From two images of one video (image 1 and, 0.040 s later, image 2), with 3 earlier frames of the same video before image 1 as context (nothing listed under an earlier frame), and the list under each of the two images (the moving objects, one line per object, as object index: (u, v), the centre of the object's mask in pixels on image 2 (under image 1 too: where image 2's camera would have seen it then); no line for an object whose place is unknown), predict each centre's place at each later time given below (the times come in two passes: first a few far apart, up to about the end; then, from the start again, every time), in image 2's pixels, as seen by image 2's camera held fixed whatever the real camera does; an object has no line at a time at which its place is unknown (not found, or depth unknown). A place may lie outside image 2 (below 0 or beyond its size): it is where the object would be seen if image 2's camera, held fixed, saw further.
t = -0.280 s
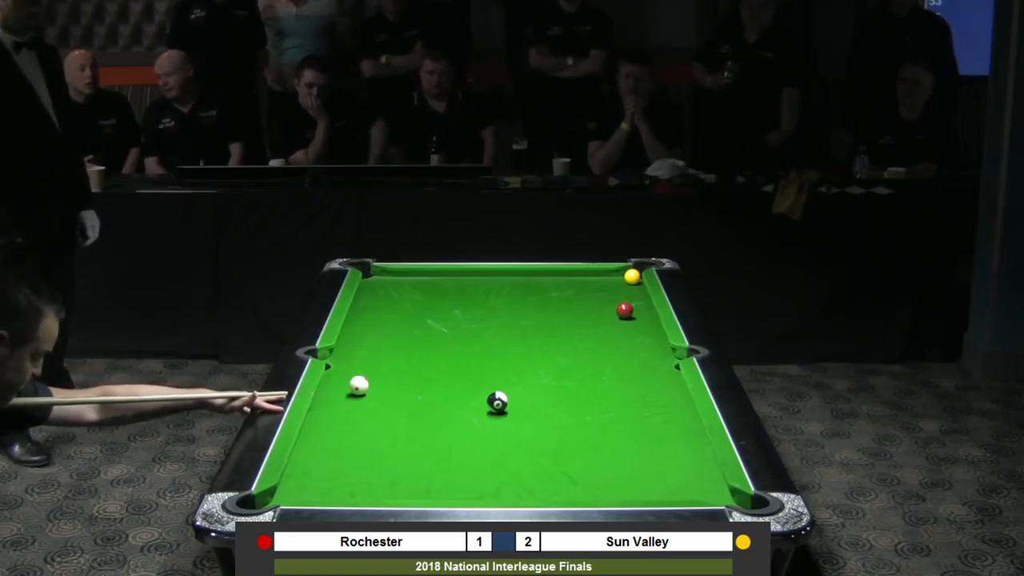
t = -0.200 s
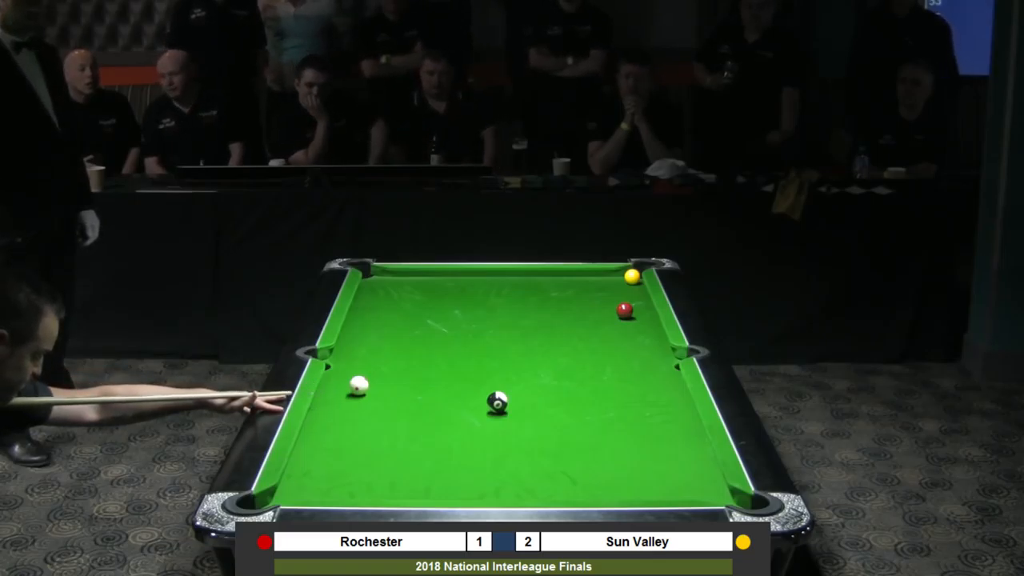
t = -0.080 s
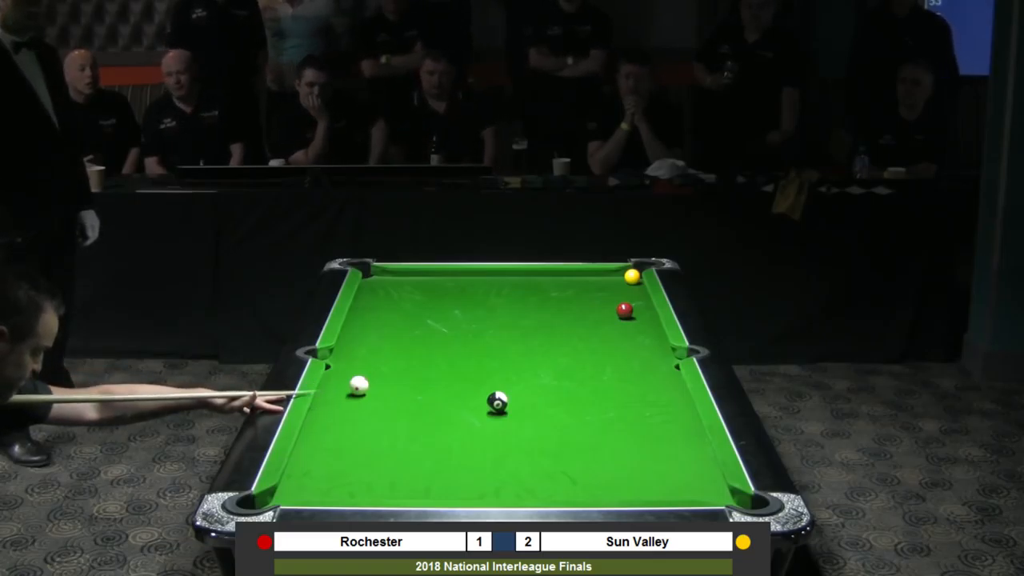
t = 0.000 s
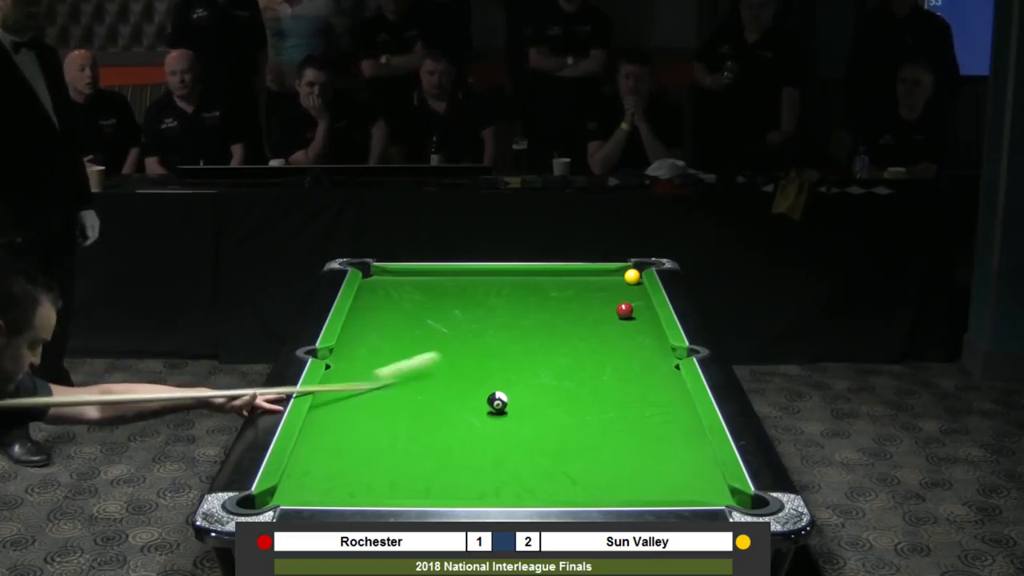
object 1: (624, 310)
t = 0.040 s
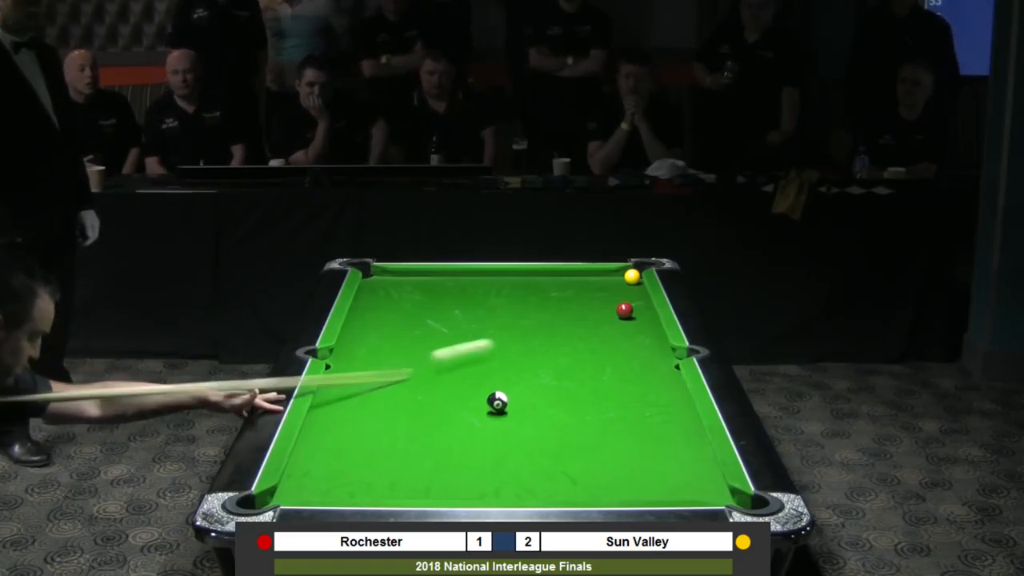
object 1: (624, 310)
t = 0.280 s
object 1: (586, 293)
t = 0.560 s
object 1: (420, 272)
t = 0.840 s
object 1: (444, 286)
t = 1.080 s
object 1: (532, 298)
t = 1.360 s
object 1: (638, 312)
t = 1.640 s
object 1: (593, 319)
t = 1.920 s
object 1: (537, 326)
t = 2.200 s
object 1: (483, 332)
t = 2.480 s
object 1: (428, 338)
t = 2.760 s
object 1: (376, 344)
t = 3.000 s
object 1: (347, 349)
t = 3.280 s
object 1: (368, 355)
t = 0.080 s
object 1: (625, 310)
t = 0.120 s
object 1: (625, 310)
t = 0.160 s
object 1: (625, 311)
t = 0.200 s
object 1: (638, 303)
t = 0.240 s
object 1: (614, 296)
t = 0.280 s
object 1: (586, 293)
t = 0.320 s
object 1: (558, 289)
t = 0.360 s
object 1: (533, 287)
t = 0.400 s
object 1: (508, 284)
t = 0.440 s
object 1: (484, 280)
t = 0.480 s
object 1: (462, 278)
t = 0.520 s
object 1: (441, 275)
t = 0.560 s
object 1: (420, 272)
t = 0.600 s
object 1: (398, 273)
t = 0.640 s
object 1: (377, 273)
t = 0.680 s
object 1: (378, 275)
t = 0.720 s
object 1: (396, 279)
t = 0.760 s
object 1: (413, 281)
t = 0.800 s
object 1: (430, 284)
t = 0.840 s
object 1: (444, 286)
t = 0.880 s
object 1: (459, 288)
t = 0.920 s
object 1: (473, 290)
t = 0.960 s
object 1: (488, 292)
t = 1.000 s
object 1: (503, 294)
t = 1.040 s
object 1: (517, 296)
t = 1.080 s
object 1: (532, 298)
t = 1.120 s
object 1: (547, 300)
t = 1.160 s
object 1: (562, 302)
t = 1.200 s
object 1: (578, 304)
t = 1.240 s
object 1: (593, 306)
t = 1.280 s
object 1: (608, 308)
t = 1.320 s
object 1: (623, 310)
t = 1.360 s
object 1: (638, 312)
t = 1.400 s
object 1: (645, 314)
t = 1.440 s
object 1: (635, 314)
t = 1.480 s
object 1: (625, 315)
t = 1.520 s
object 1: (617, 316)
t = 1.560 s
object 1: (609, 317)
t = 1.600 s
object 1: (601, 318)
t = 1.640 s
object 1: (593, 319)
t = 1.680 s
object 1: (585, 320)
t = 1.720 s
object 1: (577, 321)
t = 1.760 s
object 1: (569, 322)
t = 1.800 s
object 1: (561, 323)
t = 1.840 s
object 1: (553, 324)
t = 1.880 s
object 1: (545, 325)
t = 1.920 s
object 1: (537, 326)
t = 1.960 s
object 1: (529, 327)
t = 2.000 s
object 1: (522, 328)
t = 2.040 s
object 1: (514, 329)
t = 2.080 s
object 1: (506, 329)
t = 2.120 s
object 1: (498, 330)
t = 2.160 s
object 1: (490, 331)
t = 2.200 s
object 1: (483, 332)
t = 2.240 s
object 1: (474, 333)
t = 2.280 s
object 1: (467, 334)
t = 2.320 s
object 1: (459, 335)
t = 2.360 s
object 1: (452, 336)
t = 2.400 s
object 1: (444, 336)
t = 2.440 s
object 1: (437, 337)
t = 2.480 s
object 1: (428, 338)
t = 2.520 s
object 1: (420, 339)
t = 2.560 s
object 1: (413, 339)
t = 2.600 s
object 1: (406, 340)
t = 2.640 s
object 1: (399, 341)
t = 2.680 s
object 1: (391, 342)
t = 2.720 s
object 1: (384, 343)
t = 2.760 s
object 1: (376, 344)
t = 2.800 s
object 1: (369, 344)
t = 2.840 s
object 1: (361, 345)
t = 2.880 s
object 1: (354, 346)
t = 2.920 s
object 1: (347, 347)
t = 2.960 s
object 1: (344, 348)
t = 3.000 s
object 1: (347, 349)
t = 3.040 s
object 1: (350, 349)
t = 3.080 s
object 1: (353, 350)
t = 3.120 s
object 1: (356, 351)
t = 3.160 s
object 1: (359, 352)
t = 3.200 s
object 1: (362, 353)
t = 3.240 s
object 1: (365, 354)
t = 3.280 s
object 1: (368, 355)
